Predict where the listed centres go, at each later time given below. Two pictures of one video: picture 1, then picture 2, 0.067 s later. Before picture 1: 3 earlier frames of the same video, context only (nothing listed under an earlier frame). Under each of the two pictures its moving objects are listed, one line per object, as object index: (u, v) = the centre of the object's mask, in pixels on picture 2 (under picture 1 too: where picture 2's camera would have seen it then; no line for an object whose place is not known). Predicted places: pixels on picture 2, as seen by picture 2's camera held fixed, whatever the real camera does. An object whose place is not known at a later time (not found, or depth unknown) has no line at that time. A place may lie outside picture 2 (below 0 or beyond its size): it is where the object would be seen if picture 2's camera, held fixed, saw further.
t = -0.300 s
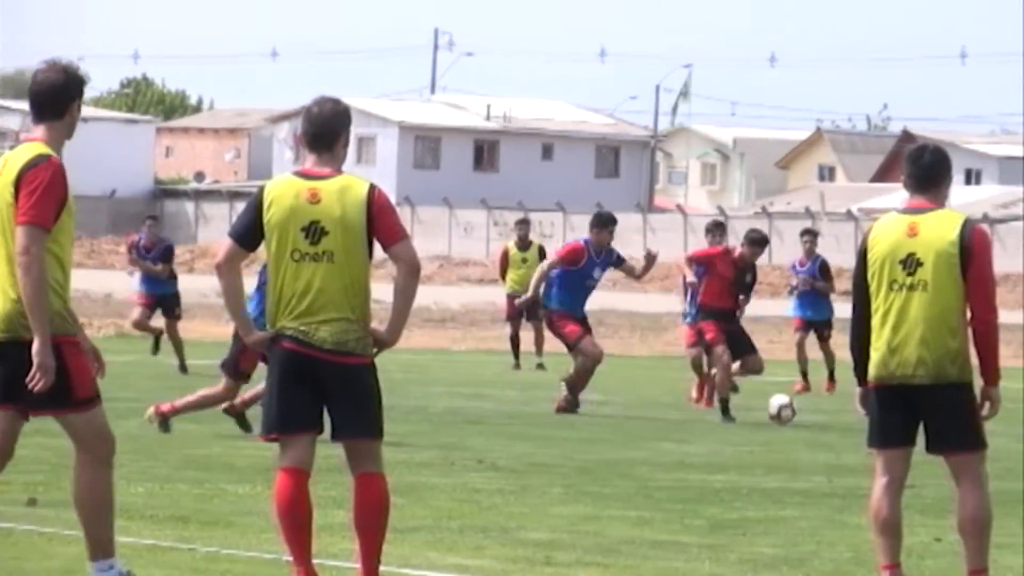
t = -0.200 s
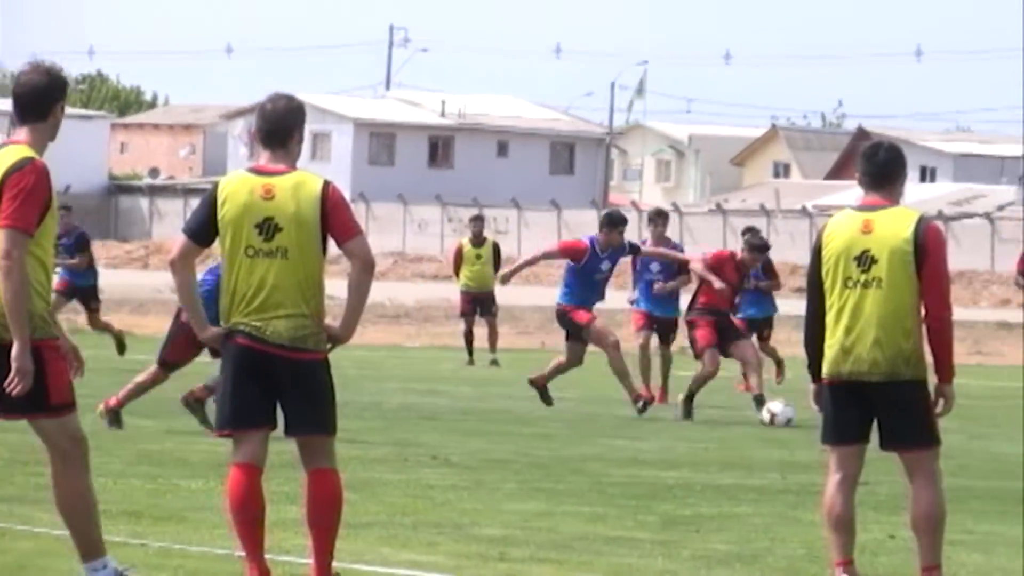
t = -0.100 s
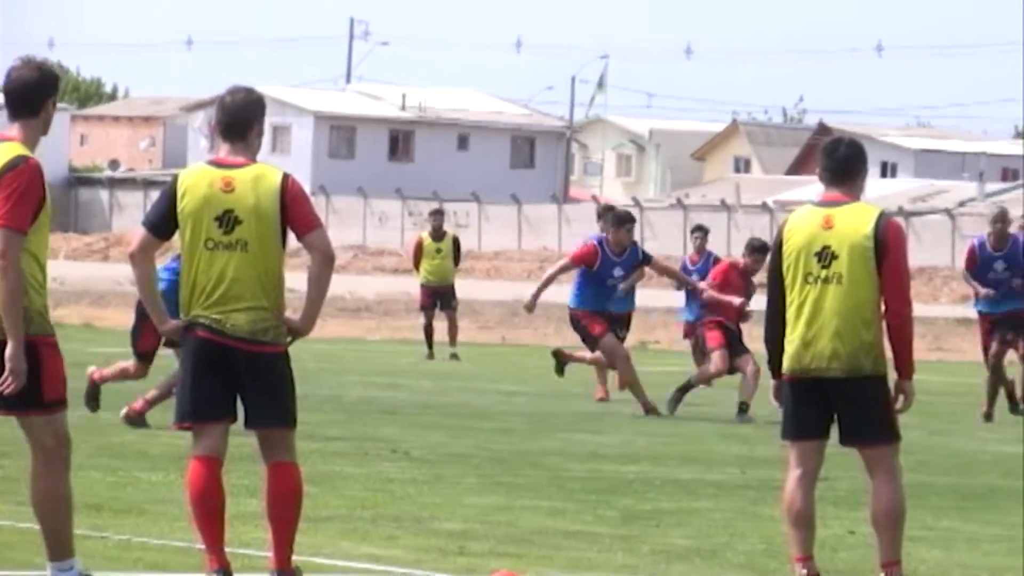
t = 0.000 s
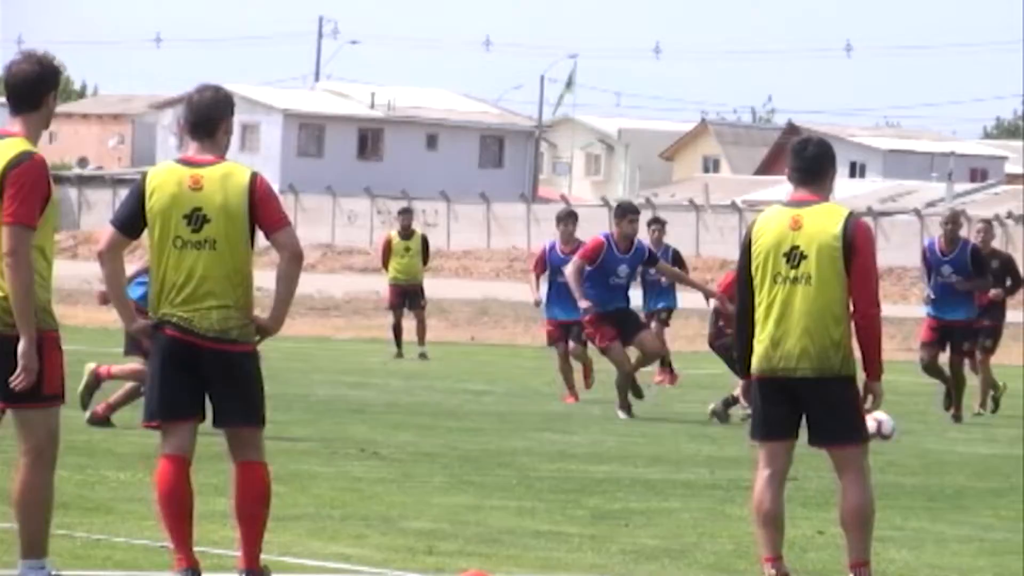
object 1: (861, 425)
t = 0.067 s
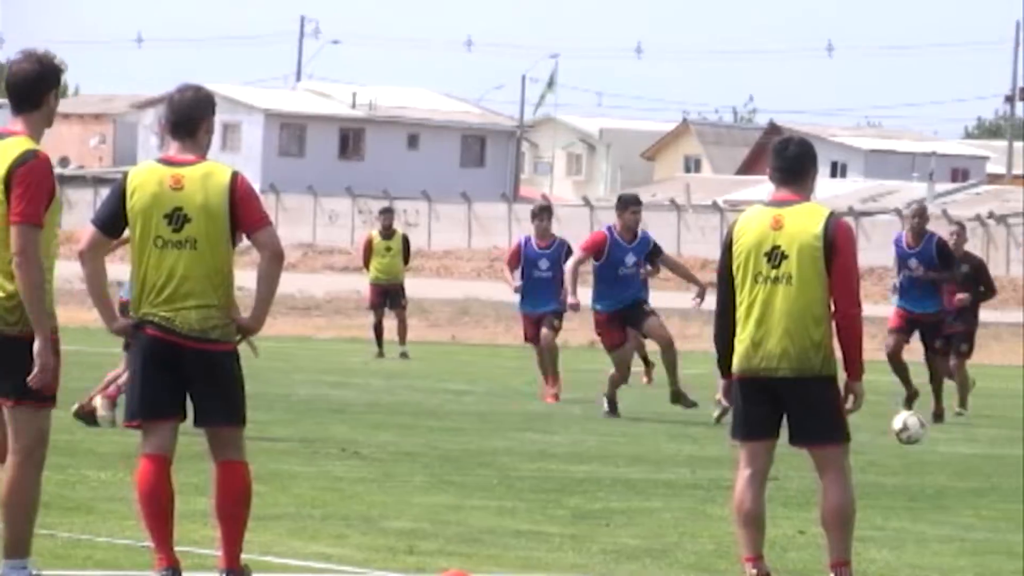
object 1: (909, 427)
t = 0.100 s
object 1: (932, 428)
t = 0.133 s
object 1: (956, 429)
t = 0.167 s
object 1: (980, 433)
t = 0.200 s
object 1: (1004, 438)
